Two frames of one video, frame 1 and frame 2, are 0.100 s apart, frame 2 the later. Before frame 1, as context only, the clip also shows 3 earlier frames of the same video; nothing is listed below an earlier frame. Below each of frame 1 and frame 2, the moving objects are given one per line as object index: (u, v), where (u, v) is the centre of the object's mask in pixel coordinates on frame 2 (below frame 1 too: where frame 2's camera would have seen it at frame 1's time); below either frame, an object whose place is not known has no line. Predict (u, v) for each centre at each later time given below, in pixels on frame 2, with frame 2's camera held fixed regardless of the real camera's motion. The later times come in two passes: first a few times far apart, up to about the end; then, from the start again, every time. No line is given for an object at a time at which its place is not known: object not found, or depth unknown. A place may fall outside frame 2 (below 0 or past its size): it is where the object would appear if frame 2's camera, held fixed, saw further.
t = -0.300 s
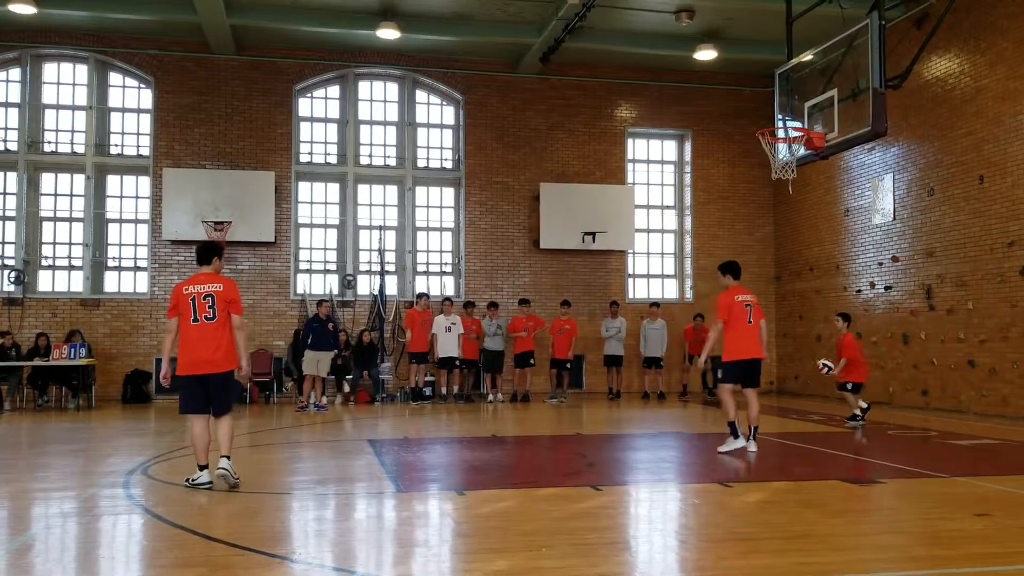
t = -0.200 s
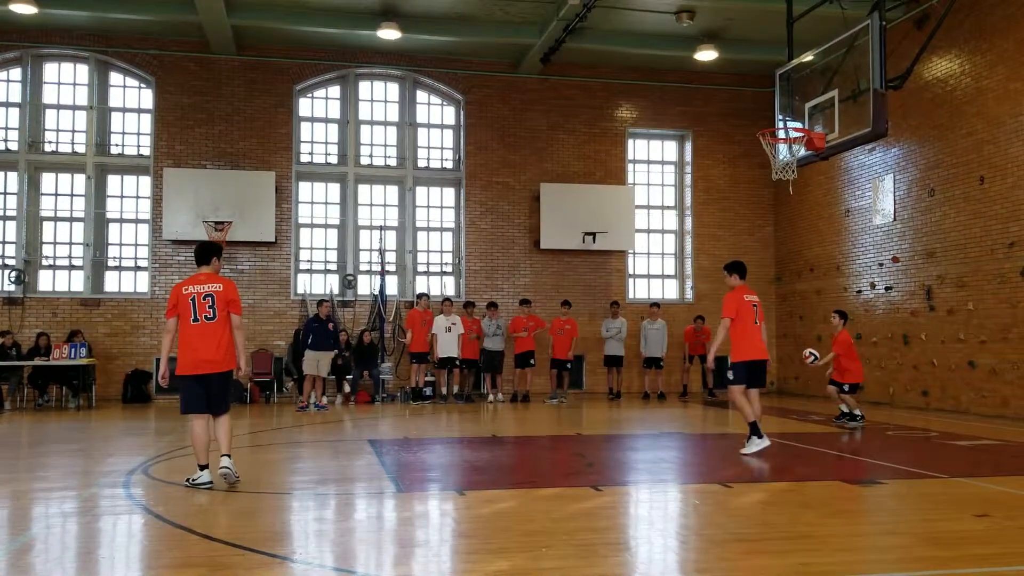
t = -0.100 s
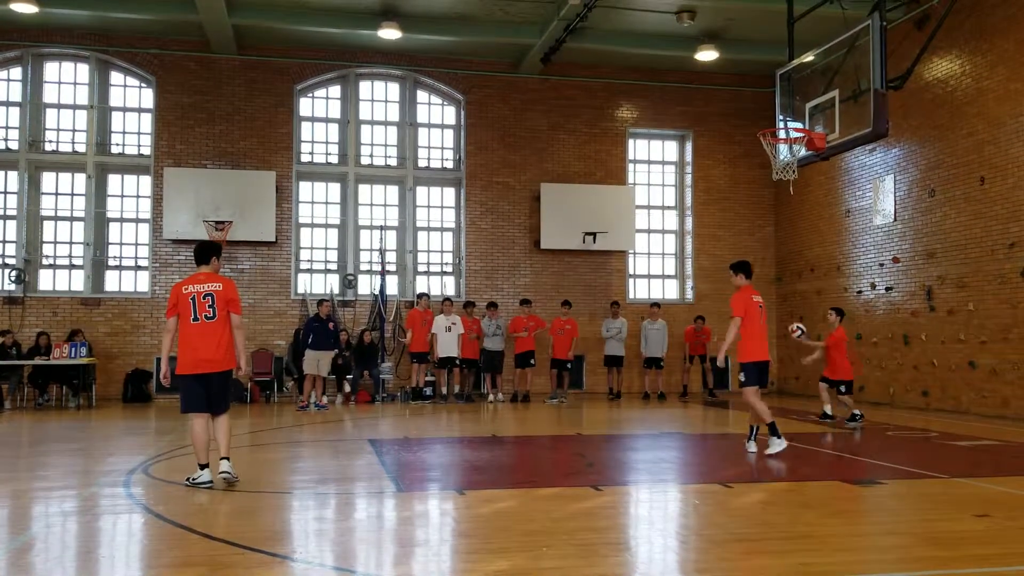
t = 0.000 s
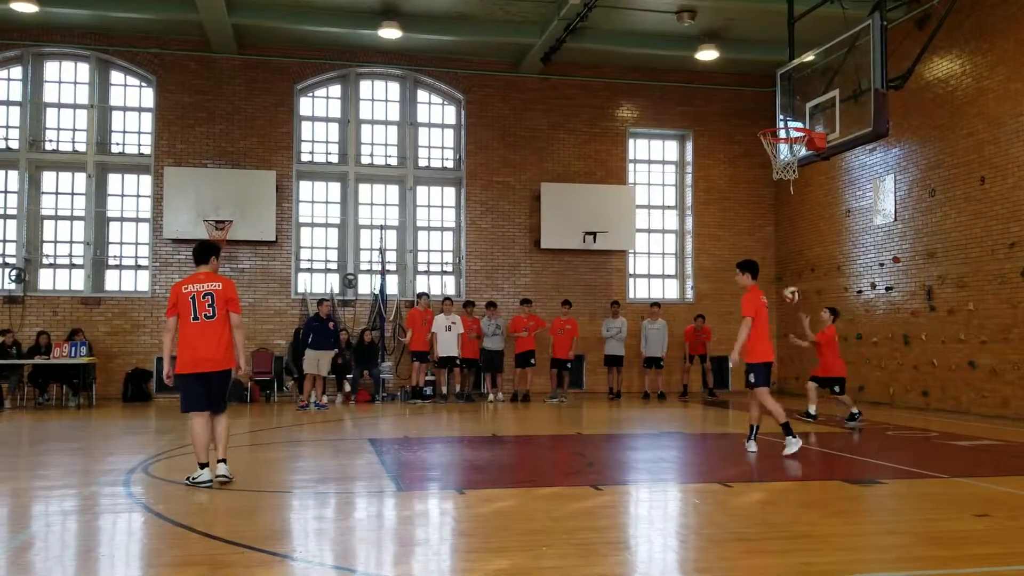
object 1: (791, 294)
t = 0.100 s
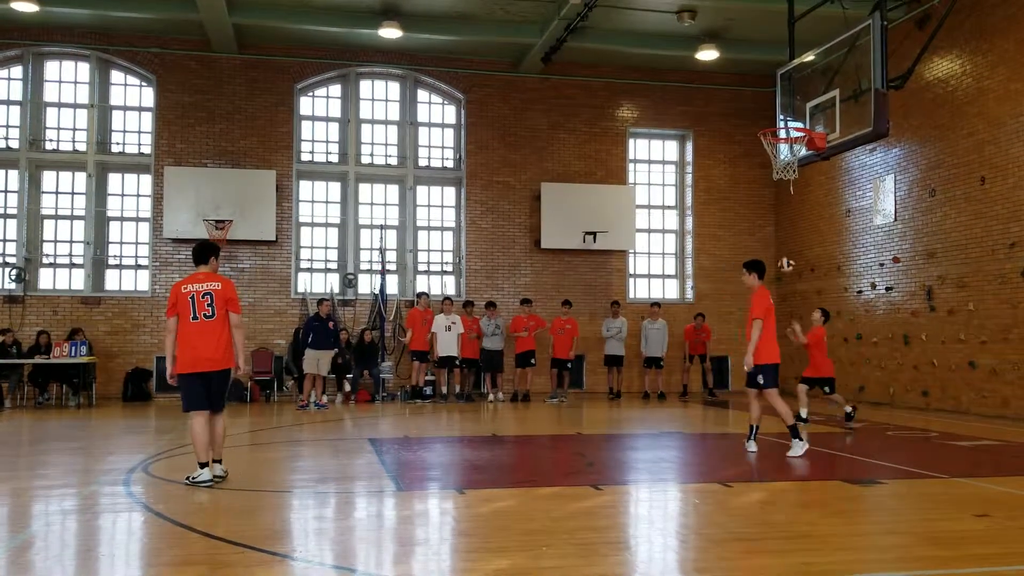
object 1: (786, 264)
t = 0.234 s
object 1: (781, 237)
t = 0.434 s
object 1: (772, 222)
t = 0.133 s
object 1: (784, 257)
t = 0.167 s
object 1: (783, 250)
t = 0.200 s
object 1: (782, 243)
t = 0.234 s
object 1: (781, 237)
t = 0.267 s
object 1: (780, 233)
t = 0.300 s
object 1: (777, 230)
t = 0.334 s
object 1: (776, 226)
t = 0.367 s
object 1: (775, 224)
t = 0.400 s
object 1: (773, 223)
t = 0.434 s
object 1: (772, 222)
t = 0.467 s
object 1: (770, 222)
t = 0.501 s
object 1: (769, 224)
